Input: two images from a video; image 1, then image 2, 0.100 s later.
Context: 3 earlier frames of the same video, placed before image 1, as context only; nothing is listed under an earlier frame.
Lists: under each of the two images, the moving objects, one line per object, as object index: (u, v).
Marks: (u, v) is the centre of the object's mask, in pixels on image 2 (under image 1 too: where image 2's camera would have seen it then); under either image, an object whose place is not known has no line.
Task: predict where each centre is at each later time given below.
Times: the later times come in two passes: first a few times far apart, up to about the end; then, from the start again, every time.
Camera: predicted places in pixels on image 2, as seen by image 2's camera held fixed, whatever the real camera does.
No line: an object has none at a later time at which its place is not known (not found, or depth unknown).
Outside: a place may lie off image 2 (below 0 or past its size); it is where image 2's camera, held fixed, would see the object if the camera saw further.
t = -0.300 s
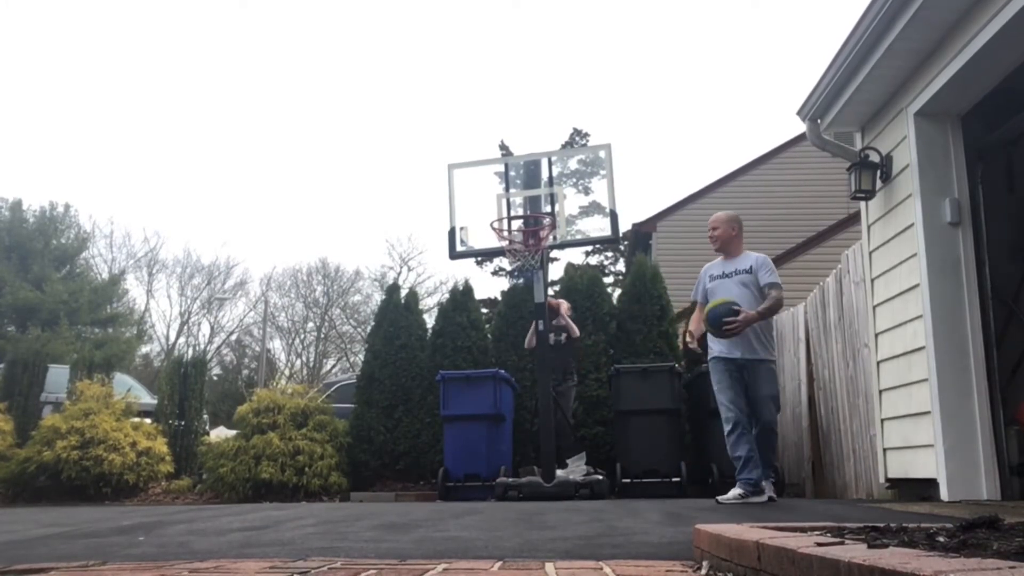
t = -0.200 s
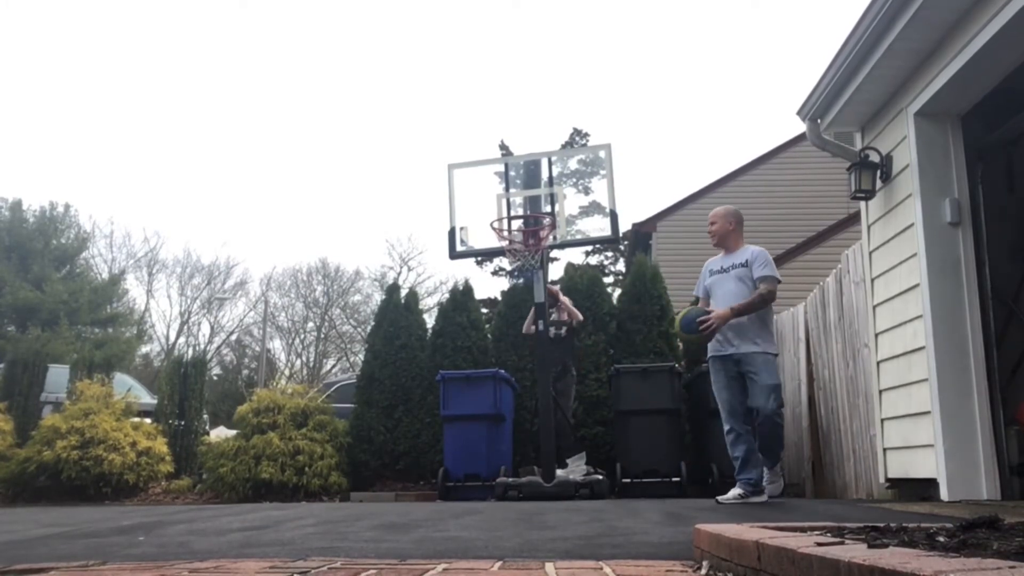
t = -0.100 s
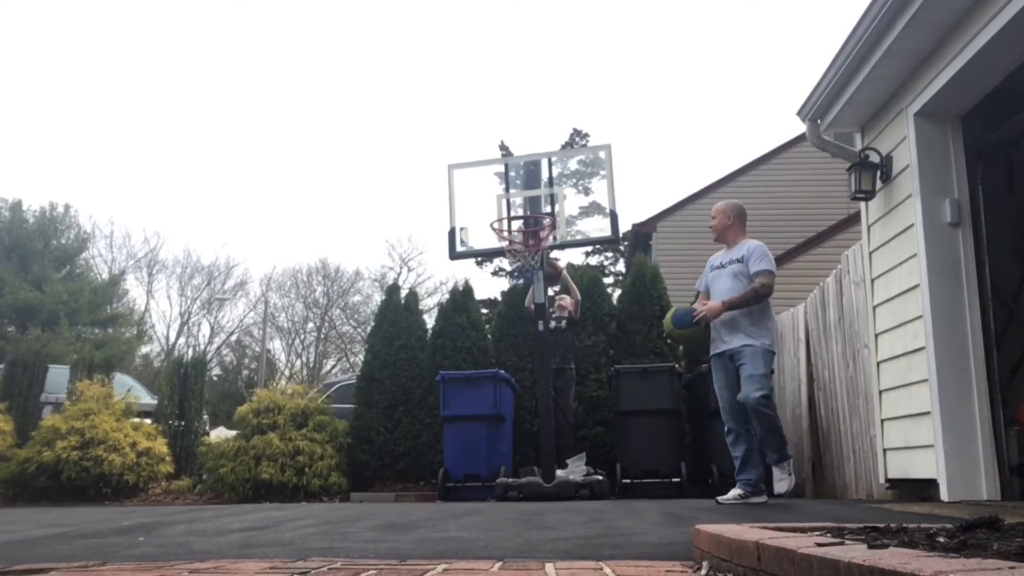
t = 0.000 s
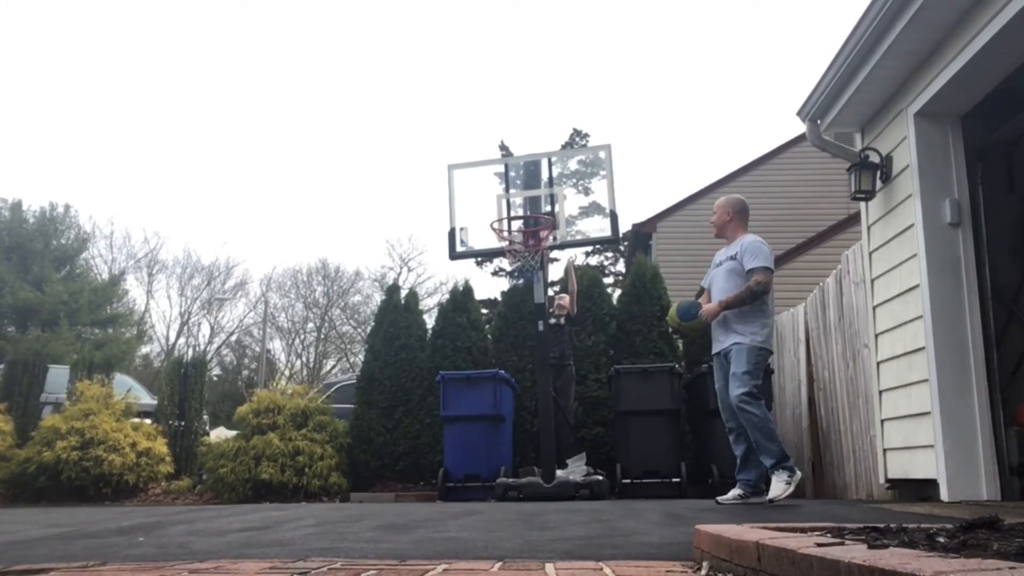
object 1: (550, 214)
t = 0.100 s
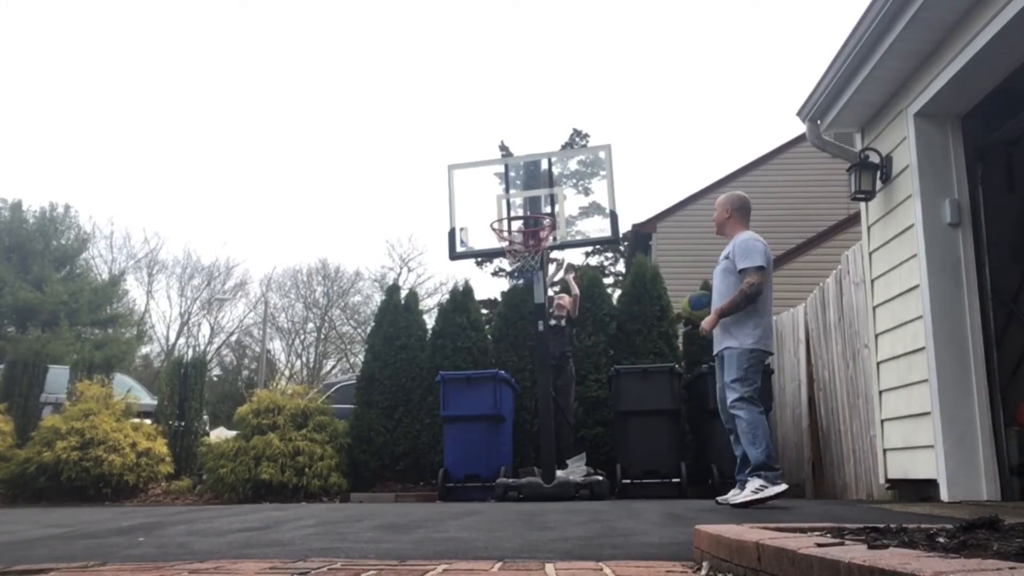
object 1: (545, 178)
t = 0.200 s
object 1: (541, 146)
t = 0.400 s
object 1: (535, 119)
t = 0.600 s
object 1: (528, 130)
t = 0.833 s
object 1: (516, 119)
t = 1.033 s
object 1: (504, 127)
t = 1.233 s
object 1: (489, 153)
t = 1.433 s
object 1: (468, 199)
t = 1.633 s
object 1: (443, 300)
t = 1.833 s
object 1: (414, 470)
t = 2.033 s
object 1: (384, 374)
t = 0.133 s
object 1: (547, 170)
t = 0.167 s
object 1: (542, 150)
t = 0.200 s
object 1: (541, 146)
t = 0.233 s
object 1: (541, 141)
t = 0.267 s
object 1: (540, 135)
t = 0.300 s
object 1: (539, 129)
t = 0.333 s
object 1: (537, 124)
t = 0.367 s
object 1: (536, 121)
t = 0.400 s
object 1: (535, 119)
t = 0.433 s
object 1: (534, 118)
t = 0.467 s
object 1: (533, 118)
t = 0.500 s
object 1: (531, 119)
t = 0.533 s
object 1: (530, 121)
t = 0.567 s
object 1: (529, 125)
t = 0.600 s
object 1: (528, 130)
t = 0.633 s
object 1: (526, 136)
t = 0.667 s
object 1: (525, 143)
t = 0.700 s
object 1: (523, 139)
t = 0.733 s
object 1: (522, 132)
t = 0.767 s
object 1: (520, 126)
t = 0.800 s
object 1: (518, 122)
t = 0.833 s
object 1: (516, 119)
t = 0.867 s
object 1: (514, 117)
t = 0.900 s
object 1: (512, 117)
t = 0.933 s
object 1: (510, 118)
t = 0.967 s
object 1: (508, 119)
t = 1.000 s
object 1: (506, 122)
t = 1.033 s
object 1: (504, 127)
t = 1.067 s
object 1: (502, 132)
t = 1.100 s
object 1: (500, 139)
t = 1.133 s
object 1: (499, 148)
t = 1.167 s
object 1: (496, 149)
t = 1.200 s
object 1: (491, 150)
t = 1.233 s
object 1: (489, 153)
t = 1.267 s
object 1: (486, 158)
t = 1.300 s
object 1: (482, 163)
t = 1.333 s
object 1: (479, 170)
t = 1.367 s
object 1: (475, 178)
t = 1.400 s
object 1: (472, 188)
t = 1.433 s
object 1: (468, 199)
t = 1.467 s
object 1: (464, 212)
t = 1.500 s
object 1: (460, 226)
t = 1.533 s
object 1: (456, 242)
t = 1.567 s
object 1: (452, 260)
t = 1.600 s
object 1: (448, 279)
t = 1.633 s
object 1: (443, 300)
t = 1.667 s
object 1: (438, 321)
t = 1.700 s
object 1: (434, 343)
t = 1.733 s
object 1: (429, 373)
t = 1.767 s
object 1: (424, 404)
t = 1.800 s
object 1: (419, 436)
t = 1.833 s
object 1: (414, 470)
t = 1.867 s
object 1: (408, 481)
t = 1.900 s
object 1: (404, 455)
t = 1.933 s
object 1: (398, 433)
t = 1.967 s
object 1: (393, 412)
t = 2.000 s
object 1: (389, 393)
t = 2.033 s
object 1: (384, 374)
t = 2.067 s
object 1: (378, 359)
